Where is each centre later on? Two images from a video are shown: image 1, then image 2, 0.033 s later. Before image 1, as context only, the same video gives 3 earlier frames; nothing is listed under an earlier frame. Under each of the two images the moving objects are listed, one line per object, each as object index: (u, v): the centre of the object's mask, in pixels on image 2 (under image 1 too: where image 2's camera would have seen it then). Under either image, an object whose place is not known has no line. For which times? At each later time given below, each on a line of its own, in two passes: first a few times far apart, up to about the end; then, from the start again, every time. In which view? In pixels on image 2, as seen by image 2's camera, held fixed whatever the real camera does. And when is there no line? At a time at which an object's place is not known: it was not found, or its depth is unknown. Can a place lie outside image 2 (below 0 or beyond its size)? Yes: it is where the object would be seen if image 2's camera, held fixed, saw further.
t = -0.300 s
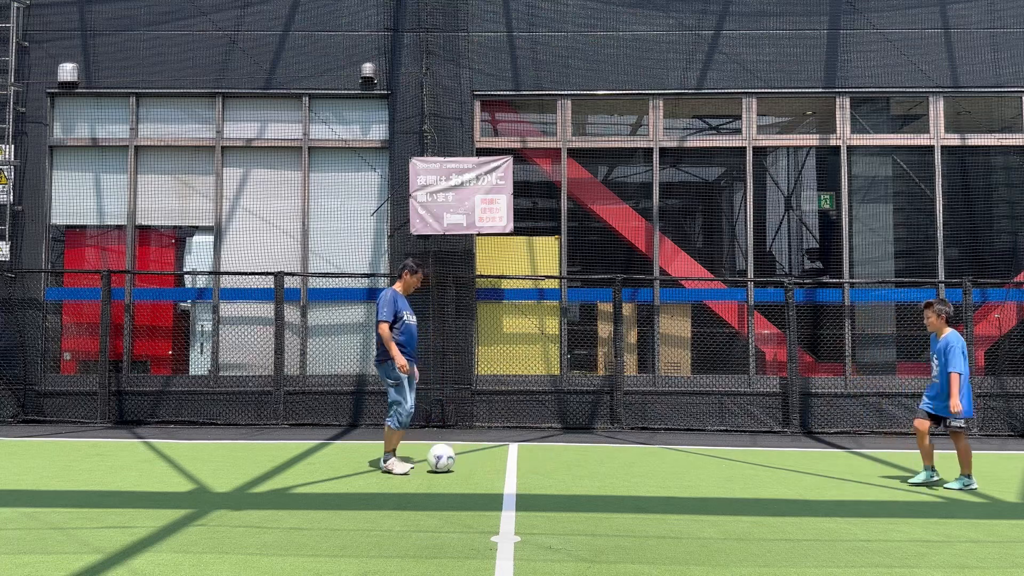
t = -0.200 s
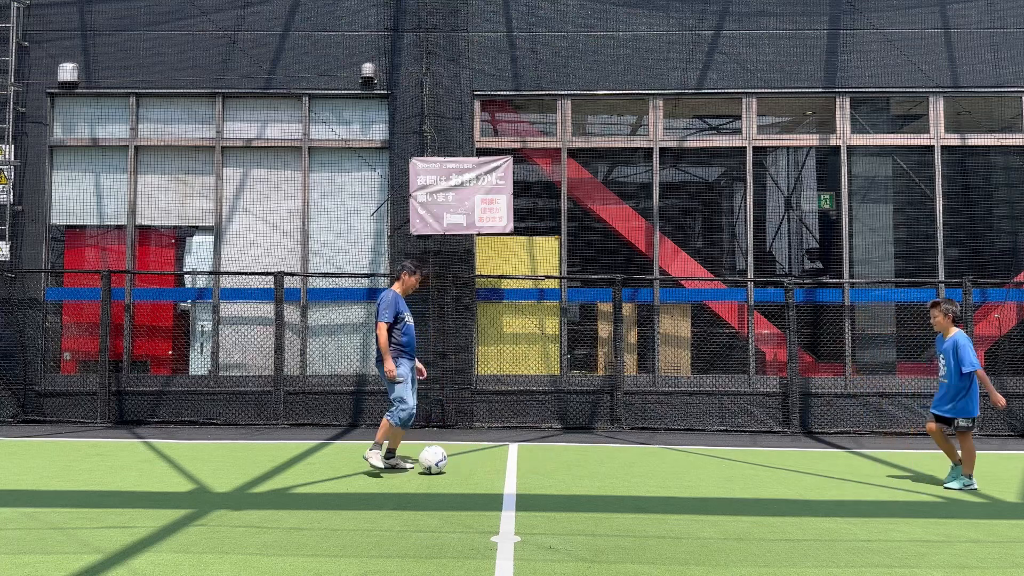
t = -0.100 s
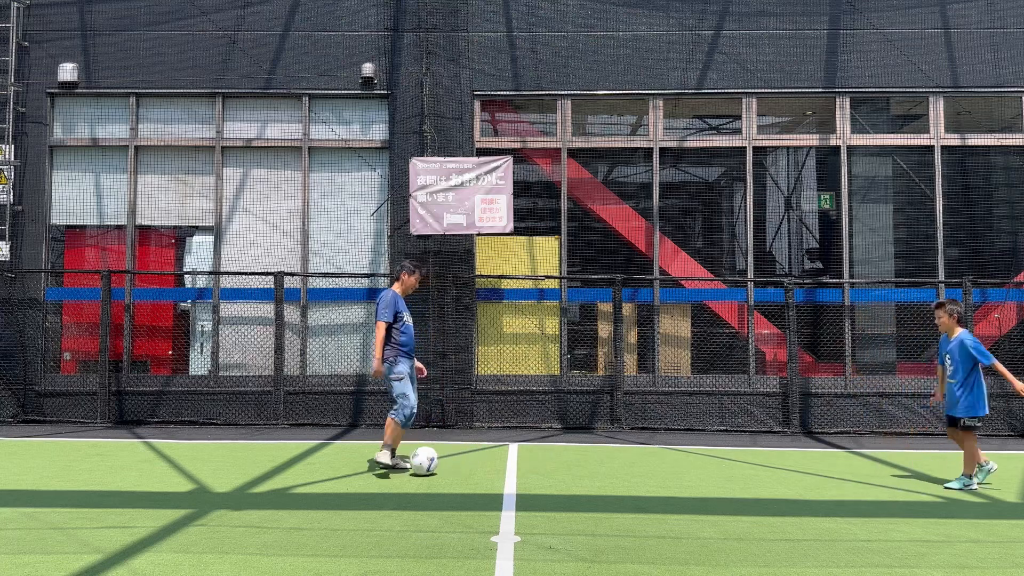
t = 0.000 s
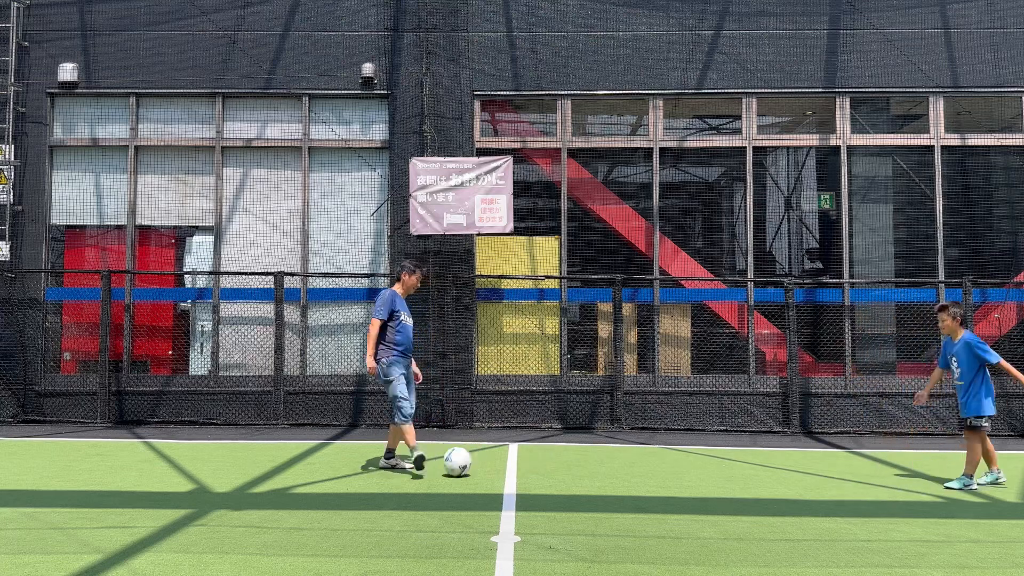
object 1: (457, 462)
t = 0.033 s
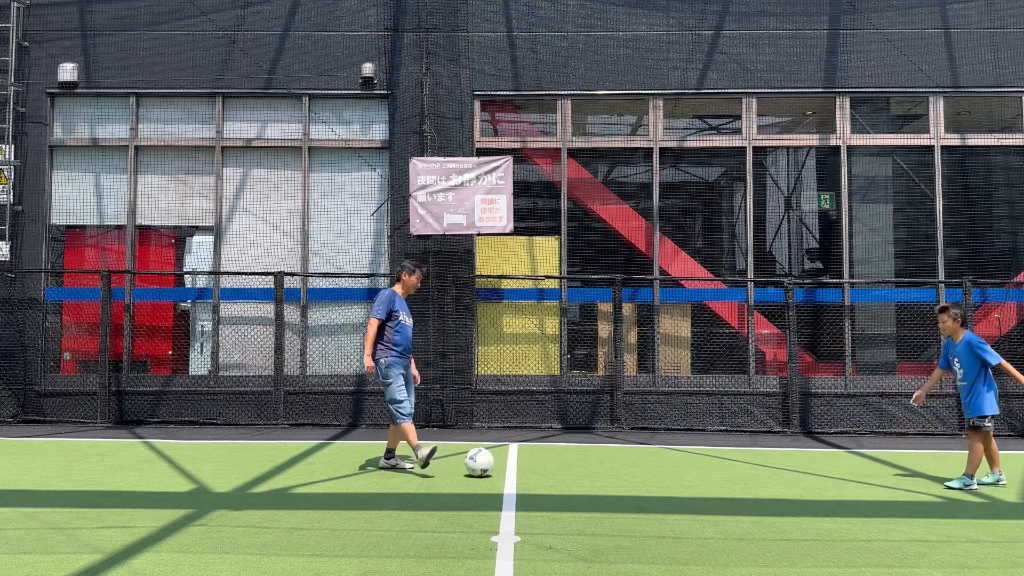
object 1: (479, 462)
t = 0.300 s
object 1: (633, 466)
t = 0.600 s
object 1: (773, 471)
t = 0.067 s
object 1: (501, 463)
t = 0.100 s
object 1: (521, 463)
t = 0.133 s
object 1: (541, 464)
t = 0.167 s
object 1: (560, 464)
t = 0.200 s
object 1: (579, 465)
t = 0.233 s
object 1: (597, 465)
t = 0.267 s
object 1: (615, 466)
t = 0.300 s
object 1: (633, 466)
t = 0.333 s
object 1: (650, 466)
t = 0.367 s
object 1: (666, 467)
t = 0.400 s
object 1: (682, 467)
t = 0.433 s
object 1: (697, 468)
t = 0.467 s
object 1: (712, 469)
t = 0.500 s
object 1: (727, 469)
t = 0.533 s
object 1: (743, 469)
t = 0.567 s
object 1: (758, 469)
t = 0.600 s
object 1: (773, 471)
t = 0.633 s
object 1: (788, 471)
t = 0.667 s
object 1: (803, 472)
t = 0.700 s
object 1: (818, 471)
